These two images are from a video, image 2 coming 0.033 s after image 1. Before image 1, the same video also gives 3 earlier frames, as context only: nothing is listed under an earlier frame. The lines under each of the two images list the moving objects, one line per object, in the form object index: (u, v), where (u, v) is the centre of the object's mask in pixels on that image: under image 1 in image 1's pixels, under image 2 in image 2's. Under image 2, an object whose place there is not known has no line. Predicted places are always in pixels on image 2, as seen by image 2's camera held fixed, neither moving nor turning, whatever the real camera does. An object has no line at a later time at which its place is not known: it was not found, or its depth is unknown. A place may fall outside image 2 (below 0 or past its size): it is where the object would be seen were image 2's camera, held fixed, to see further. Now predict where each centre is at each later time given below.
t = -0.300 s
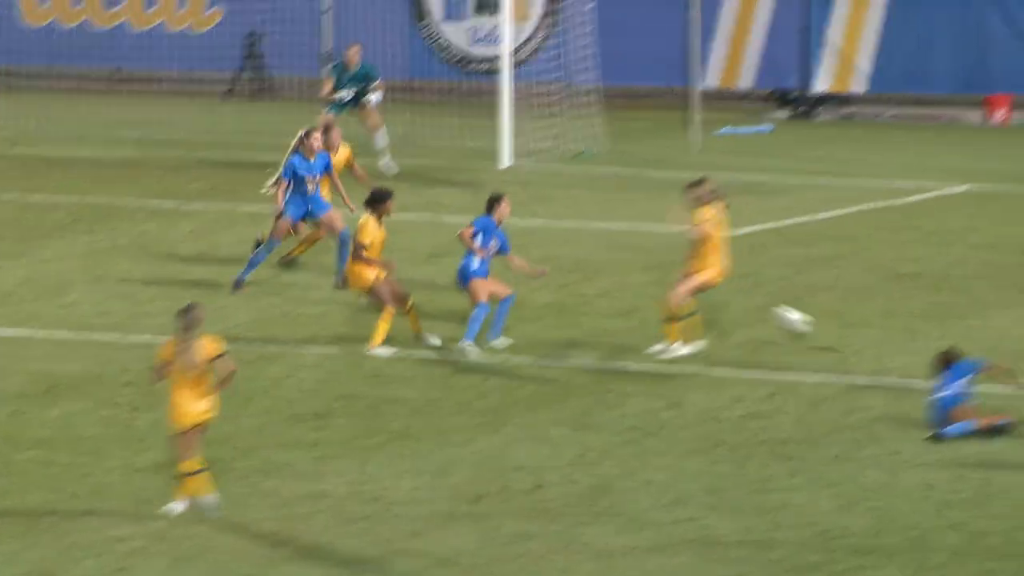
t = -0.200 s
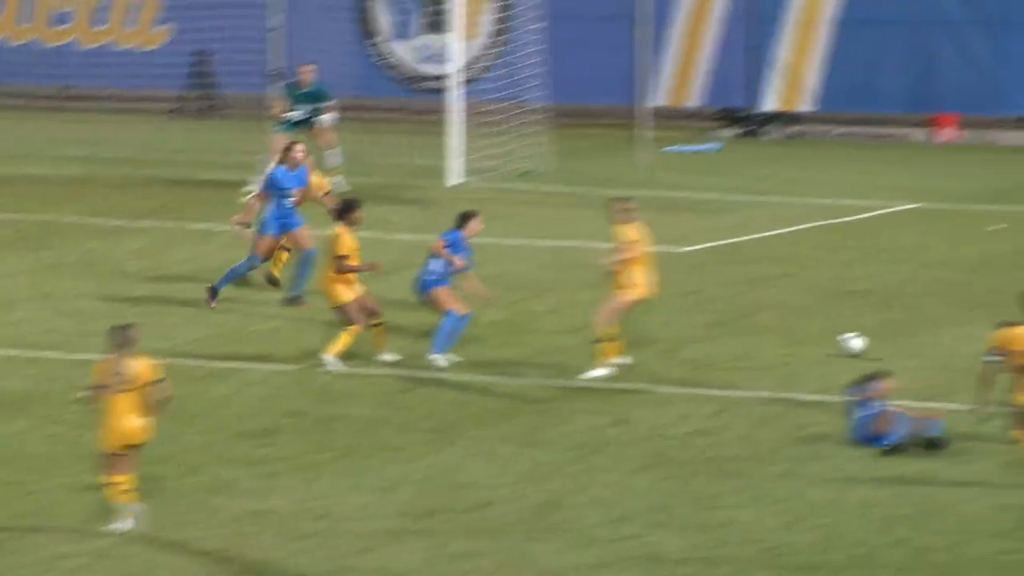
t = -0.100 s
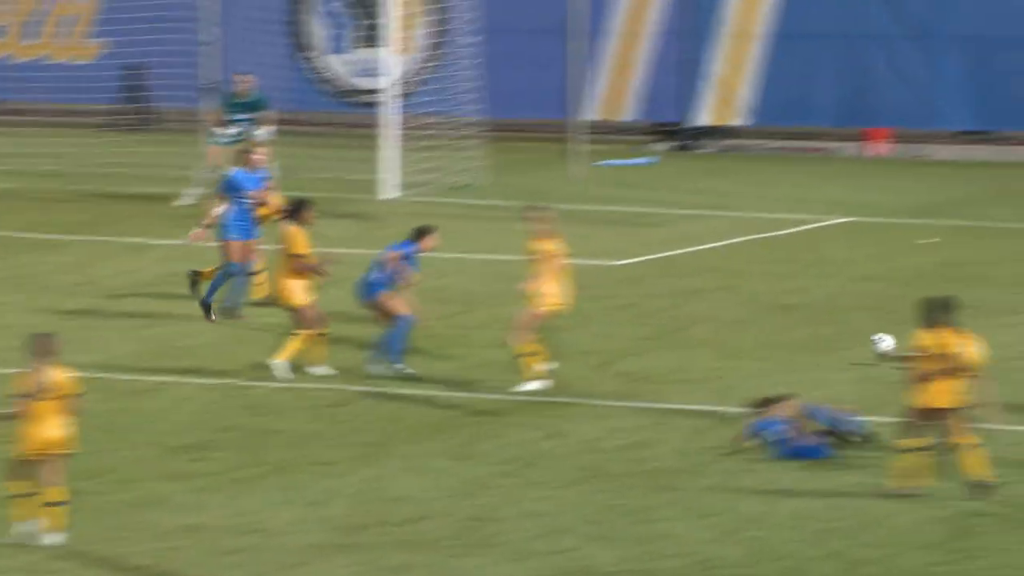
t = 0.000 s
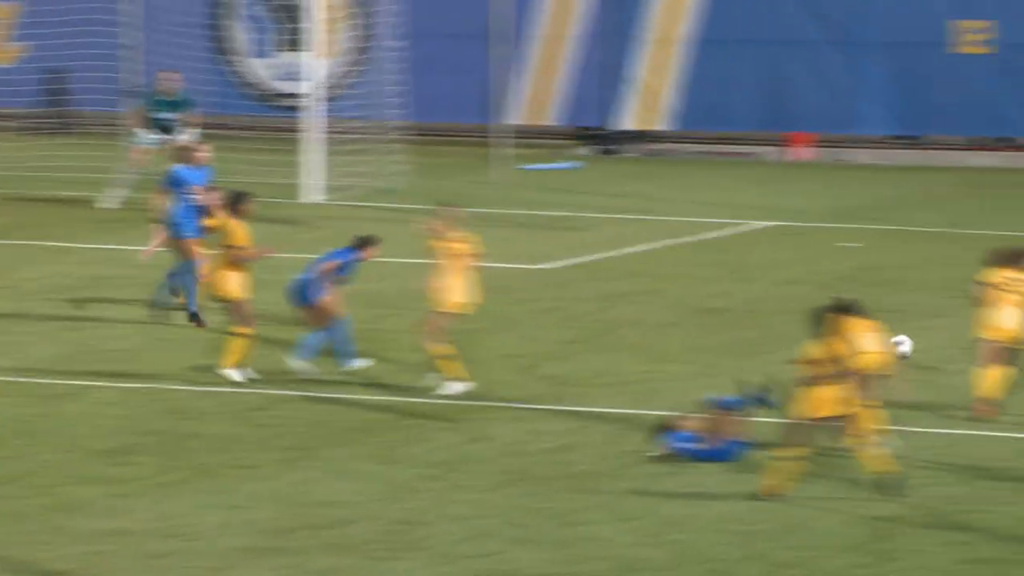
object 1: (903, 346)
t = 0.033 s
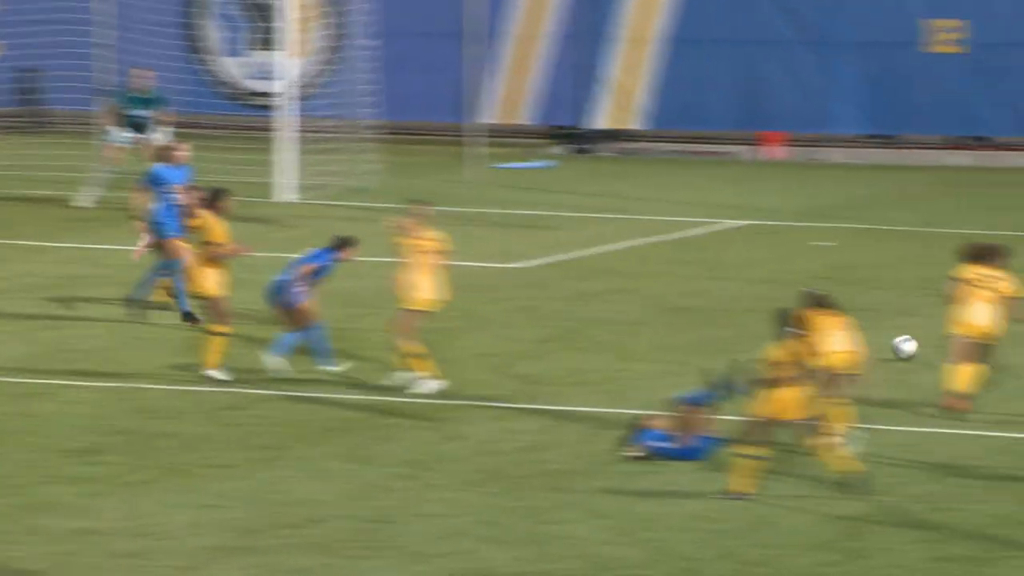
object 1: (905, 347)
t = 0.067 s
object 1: (934, 349)
